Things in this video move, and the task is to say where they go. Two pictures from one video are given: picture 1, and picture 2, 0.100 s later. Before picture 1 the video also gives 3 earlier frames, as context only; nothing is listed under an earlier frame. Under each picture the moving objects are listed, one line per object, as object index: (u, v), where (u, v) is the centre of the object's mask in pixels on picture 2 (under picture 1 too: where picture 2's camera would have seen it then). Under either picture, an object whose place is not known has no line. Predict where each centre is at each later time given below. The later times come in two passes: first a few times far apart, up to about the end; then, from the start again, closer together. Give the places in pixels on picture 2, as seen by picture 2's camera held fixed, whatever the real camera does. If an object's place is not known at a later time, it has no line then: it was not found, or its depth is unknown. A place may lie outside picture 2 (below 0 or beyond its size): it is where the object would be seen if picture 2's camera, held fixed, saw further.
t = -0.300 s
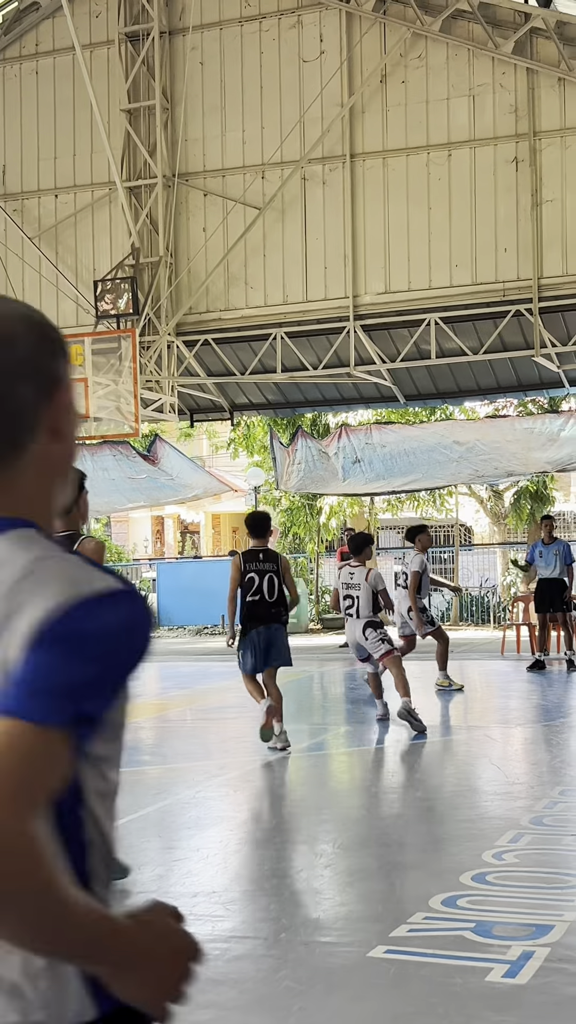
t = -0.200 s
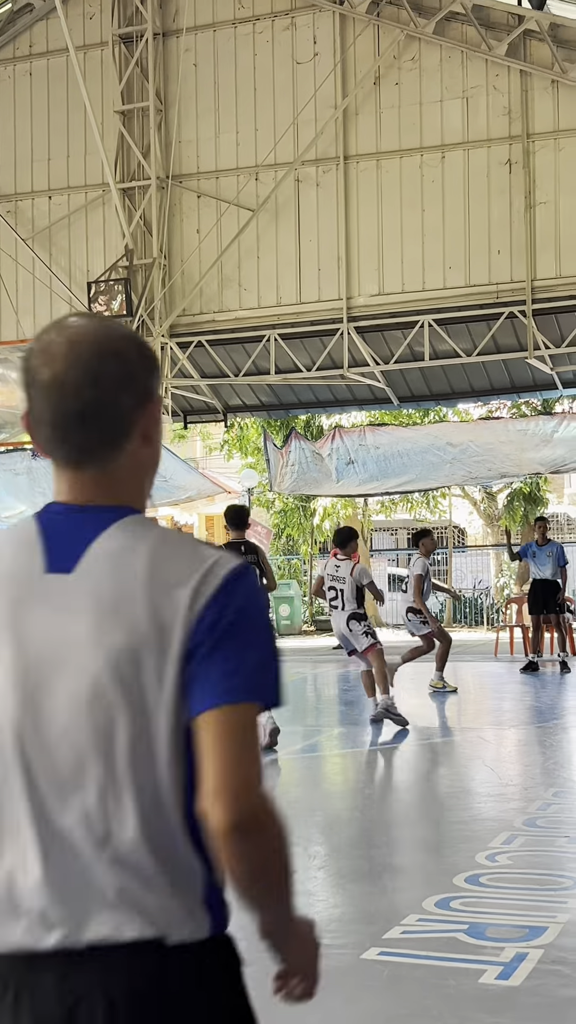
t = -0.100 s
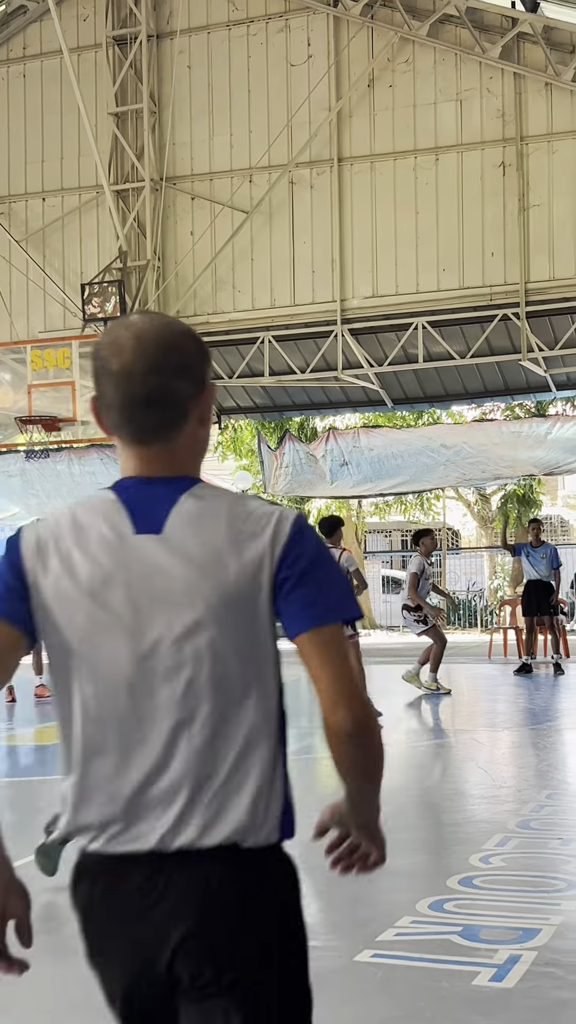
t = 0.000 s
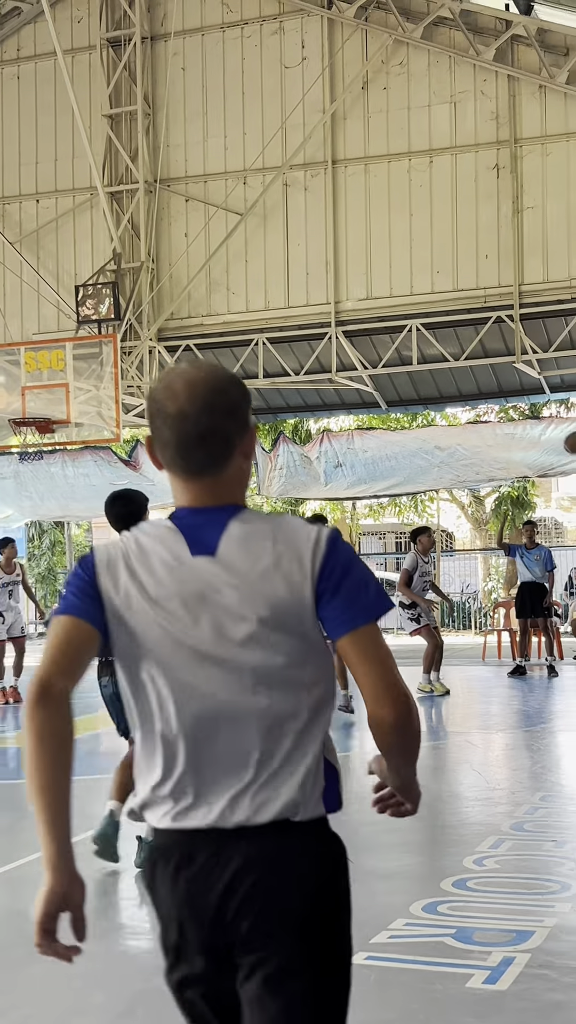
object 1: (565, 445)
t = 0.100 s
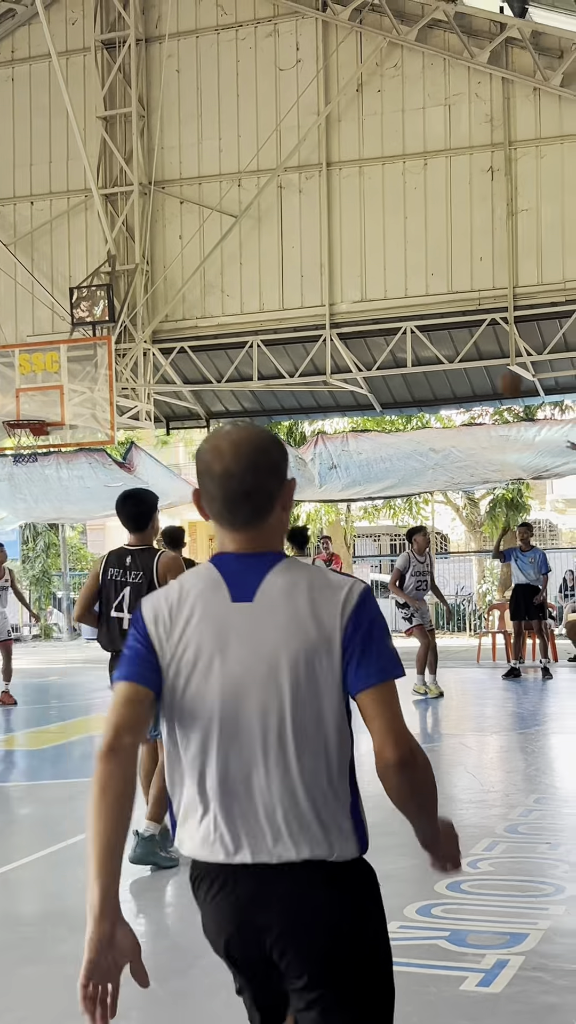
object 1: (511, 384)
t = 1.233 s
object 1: (15, 436)
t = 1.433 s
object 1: (5, 455)
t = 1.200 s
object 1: (24, 424)
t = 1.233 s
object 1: (15, 436)
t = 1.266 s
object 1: (12, 443)
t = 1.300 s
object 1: (9, 443)
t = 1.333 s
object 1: (9, 449)
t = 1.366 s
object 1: (7, 451)
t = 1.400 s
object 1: (5, 452)
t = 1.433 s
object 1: (5, 455)
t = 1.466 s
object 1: (3, 459)
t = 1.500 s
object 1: (2, 465)
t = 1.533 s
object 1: (1, 472)
